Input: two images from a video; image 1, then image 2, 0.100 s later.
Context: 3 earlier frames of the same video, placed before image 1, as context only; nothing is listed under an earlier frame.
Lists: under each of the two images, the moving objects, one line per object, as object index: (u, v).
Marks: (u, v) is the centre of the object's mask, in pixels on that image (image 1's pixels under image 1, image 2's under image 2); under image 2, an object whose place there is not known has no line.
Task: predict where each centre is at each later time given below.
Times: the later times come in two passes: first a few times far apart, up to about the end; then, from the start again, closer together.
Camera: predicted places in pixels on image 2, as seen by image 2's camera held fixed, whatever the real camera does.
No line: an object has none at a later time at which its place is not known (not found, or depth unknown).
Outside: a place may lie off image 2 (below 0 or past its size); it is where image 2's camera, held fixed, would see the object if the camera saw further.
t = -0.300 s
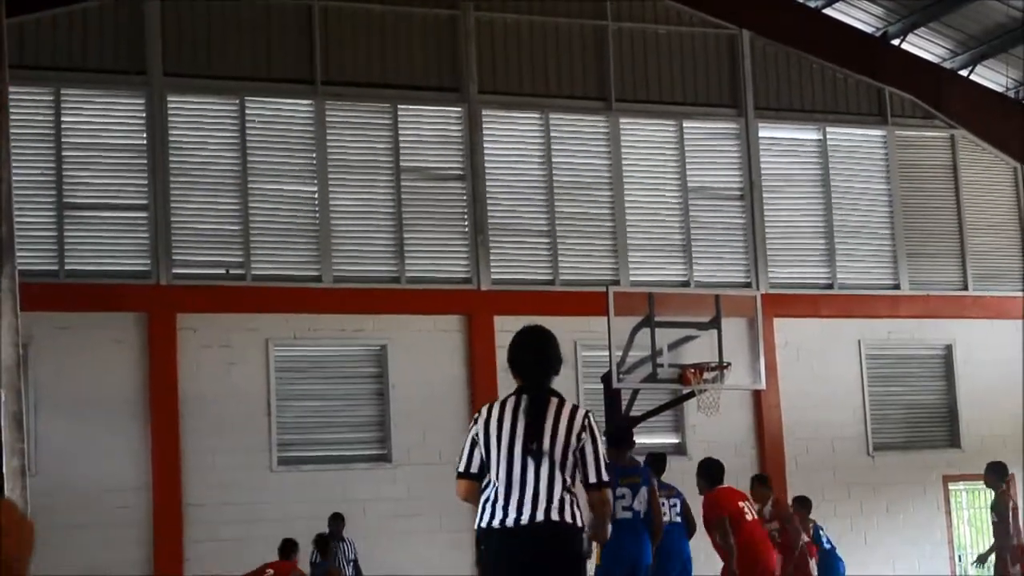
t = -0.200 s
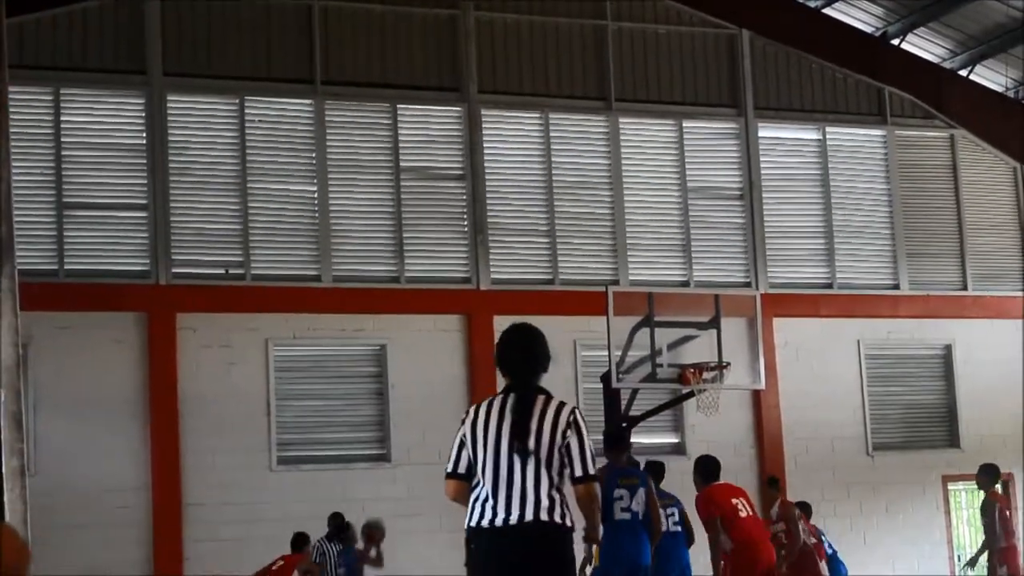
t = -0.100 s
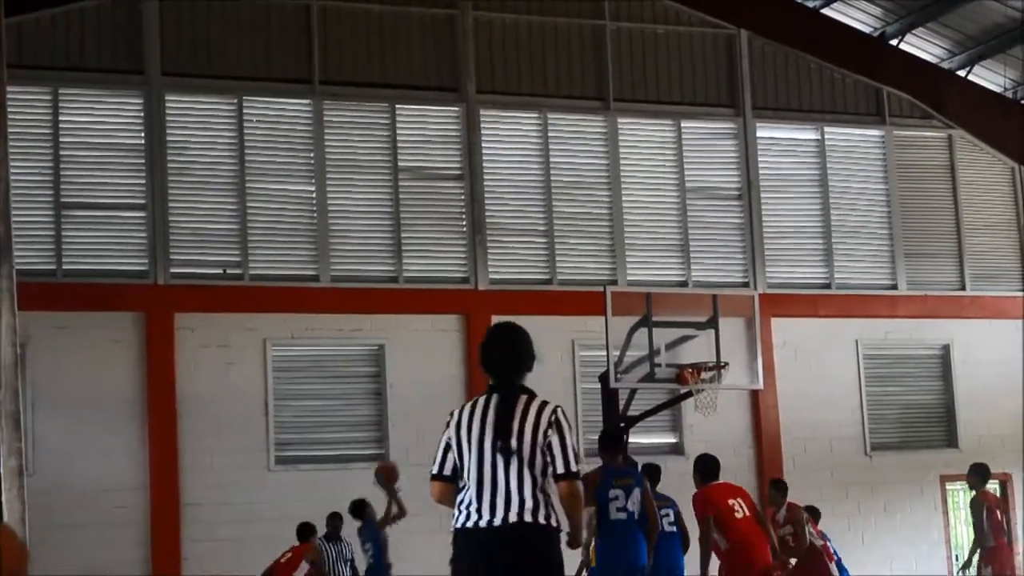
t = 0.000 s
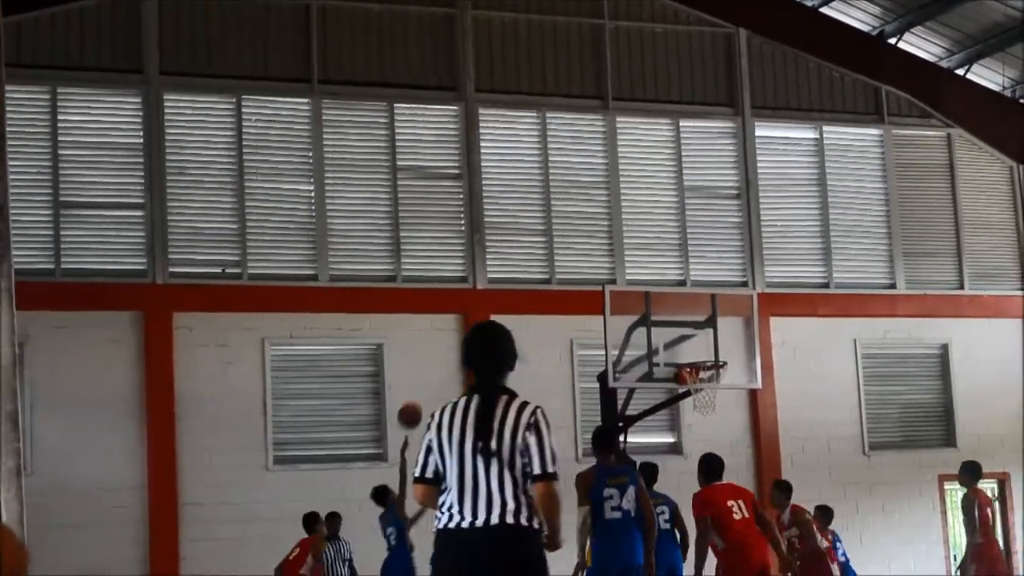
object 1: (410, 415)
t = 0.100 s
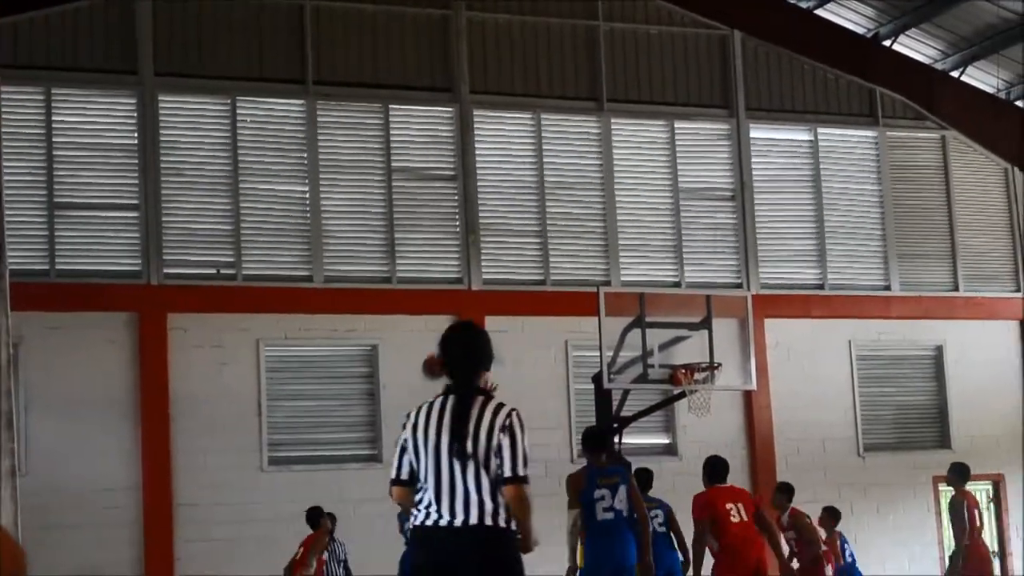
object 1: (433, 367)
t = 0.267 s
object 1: (484, 306)
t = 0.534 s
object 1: (561, 268)
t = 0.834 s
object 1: (651, 305)
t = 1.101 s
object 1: (703, 377)
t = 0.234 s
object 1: (470, 318)
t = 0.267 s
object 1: (484, 306)
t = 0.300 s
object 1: (492, 297)
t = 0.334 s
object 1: (502, 289)
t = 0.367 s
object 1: (512, 283)
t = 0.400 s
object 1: (522, 278)
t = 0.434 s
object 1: (532, 275)
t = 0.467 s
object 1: (541, 271)
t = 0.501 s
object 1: (551, 269)
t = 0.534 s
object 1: (561, 268)
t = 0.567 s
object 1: (571, 269)
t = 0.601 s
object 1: (580, 270)
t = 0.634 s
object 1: (590, 272)
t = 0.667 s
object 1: (600, 275)
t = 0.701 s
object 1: (610, 279)
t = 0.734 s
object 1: (619, 284)
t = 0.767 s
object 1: (629, 290)
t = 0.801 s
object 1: (639, 298)
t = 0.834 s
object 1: (651, 305)
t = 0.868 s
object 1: (660, 315)
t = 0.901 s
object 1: (669, 325)
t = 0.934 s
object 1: (680, 337)
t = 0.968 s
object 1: (689, 349)
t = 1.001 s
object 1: (699, 358)
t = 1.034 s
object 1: (702, 366)
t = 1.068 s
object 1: (706, 374)
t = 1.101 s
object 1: (703, 377)
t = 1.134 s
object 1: (701, 377)
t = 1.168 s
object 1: (699, 379)
